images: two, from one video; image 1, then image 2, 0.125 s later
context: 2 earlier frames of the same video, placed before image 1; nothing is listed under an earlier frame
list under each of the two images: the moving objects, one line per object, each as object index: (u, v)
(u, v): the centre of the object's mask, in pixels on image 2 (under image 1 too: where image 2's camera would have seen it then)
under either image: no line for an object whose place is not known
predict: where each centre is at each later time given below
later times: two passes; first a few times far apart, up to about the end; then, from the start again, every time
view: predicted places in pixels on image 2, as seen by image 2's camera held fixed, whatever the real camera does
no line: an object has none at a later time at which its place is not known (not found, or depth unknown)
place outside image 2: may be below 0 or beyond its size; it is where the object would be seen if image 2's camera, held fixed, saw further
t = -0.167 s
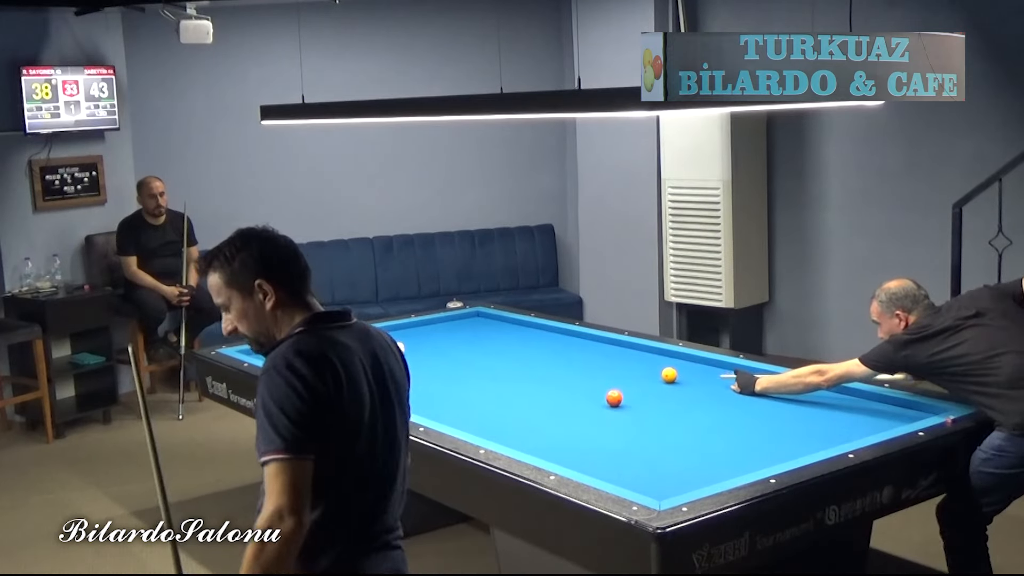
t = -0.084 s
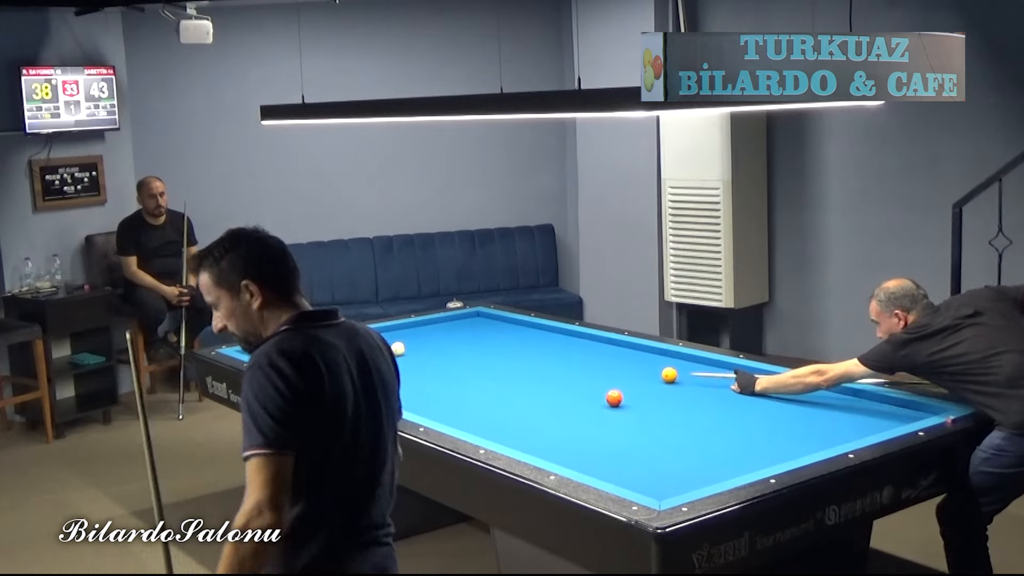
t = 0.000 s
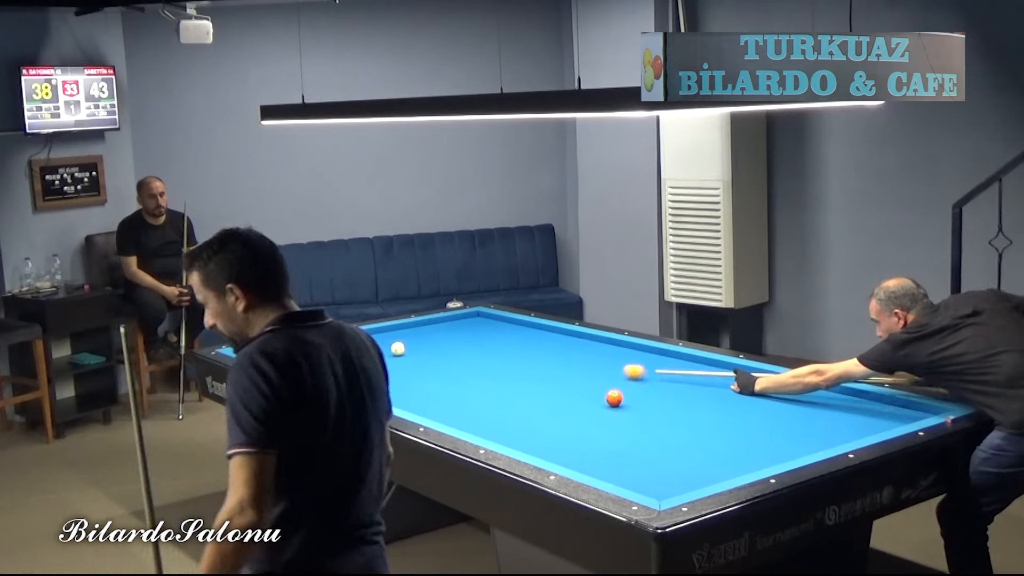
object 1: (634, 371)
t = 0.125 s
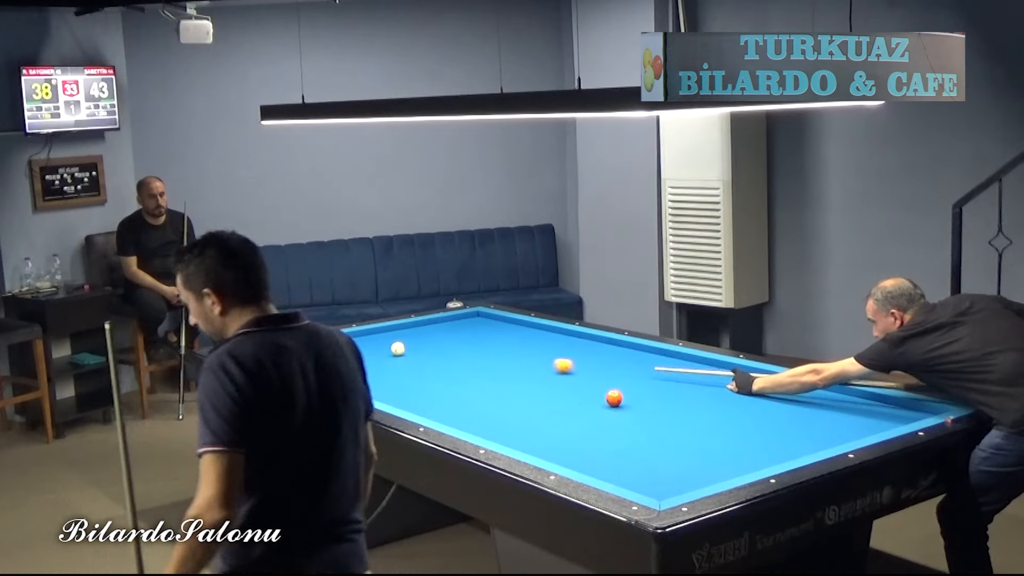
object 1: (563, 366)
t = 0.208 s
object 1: (522, 362)
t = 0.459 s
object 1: (410, 352)
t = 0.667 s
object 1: (342, 355)
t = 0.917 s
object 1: (258, 355)
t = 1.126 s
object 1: (280, 347)
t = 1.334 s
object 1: (325, 347)
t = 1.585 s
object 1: (382, 346)
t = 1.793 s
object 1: (425, 345)
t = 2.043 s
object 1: (477, 343)
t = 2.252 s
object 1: (515, 348)
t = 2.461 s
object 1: (557, 351)
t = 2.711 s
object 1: (604, 354)
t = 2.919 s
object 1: (648, 357)
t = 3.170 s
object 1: (698, 360)
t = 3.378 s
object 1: (724, 367)
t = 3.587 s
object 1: (741, 374)
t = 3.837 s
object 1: (766, 384)
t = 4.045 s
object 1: (786, 392)
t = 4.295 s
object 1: (812, 404)
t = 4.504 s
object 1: (834, 413)
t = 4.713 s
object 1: (857, 423)
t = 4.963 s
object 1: (864, 429)
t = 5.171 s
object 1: (836, 429)
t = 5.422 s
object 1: (799, 428)
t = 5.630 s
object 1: (772, 427)
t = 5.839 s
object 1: (744, 426)
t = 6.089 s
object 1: (713, 425)
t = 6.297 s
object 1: (687, 424)
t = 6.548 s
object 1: (659, 423)
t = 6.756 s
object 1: (634, 421)
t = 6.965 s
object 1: (612, 421)
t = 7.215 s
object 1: (585, 419)
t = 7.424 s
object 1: (565, 418)
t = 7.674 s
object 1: (542, 418)
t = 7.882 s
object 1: (522, 417)
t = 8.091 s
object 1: (504, 416)
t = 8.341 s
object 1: (482, 415)
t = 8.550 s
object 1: (466, 414)
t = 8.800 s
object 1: (446, 414)
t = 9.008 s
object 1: (431, 412)
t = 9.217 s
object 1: (417, 410)
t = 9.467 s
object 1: (414, 407)
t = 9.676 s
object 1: (413, 406)
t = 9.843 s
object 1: (412, 405)
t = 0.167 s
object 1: (542, 364)
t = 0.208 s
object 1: (522, 362)
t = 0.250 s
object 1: (503, 360)
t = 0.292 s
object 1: (485, 359)
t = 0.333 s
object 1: (468, 357)
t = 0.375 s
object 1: (442, 355)
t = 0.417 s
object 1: (426, 353)
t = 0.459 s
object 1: (410, 352)
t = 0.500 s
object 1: (395, 350)
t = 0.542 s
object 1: (382, 352)
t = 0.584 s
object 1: (369, 353)
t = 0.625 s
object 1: (356, 354)
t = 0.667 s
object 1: (342, 355)
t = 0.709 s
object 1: (329, 355)
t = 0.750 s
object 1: (315, 355)
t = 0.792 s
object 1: (302, 356)
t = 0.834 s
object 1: (289, 356)
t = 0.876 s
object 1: (269, 356)
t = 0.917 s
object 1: (258, 355)
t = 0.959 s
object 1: (260, 353)
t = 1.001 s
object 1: (262, 351)
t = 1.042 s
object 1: (264, 349)
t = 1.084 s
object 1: (270, 347)
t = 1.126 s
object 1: (280, 347)
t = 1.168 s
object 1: (289, 348)
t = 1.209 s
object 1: (299, 347)
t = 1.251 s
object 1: (308, 347)
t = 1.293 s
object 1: (316, 347)
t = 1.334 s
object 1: (325, 347)
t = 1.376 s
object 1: (338, 347)
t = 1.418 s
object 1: (347, 346)
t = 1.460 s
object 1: (356, 346)
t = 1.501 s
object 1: (364, 346)
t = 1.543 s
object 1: (373, 346)
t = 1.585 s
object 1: (382, 346)
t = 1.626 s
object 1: (391, 345)
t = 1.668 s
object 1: (399, 345)
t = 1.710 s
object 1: (408, 345)
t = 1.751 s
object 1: (416, 345)
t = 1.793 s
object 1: (425, 345)
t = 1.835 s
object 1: (434, 345)
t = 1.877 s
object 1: (447, 344)
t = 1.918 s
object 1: (455, 344)
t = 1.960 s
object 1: (463, 345)
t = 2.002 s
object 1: (470, 344)
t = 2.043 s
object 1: (477, 343)
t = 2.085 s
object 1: (485, 346)
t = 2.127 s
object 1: (492, 346)
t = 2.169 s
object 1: (500, 347)
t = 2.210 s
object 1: (507, 347)
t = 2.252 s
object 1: (515, 348)
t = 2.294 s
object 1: (522, 348)
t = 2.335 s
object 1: (534, 349)
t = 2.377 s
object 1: (542, 350)
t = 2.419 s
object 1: (549, 350)
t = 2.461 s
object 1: (557, 351)
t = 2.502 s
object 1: (565, 351)
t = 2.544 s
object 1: (572, 352)
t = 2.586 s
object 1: (580, 352)
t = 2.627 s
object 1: (588, 353)
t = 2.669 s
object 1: (596, 353)
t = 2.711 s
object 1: (604, 354)
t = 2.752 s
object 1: (612, 354)
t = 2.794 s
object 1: (620, 355)
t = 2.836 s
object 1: (632, 355)
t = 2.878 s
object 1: (640, 356)
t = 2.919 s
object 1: (648, 357)
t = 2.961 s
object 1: (657, 357)
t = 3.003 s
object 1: (665, 358)
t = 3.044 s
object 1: (673, 358)
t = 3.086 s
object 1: (682, 359)
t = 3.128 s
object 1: (690, 359)
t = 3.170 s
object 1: (698, 360)
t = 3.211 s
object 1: (707, 361)
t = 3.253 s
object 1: (712, 362)
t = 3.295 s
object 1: (715, 363)
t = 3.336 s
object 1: (720, 365)
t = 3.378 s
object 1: (724, 367)
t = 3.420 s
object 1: (727, 368)
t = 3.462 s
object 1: (731, 370)
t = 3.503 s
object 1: (734, 371)
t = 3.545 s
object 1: (738, 372)
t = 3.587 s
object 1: (741, 374)
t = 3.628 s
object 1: (745, 376)
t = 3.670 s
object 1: (749, 377)
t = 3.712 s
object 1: (752, 379)
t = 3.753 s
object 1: (757, 380)
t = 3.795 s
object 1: (762, 383)
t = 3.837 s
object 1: (766, 384)
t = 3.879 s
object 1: (770, 386)
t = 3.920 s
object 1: (774, 388)
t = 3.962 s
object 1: (778, 389)
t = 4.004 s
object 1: (782, 391)
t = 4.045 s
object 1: (786, 392)
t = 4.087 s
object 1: (790, 394)
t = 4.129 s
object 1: (794, 396)
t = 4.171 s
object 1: (798, 398)
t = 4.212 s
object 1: (802, 399)
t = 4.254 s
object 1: (806, 401)
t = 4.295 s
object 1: (812, 404)
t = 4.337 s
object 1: (817, 406)
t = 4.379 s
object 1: (821, 408)
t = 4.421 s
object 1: (825, 410)
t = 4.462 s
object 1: (830, 411)
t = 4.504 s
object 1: (834, 413)
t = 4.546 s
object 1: (839, 415)
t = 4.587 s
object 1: (843, 417)
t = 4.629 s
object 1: (848, 419)
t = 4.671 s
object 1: (853, 421)
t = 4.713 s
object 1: (857, 423)
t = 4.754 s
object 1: (862, 425)
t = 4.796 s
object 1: (869, 427)
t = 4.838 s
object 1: (874, 427)
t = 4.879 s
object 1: (877, 428)
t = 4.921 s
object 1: (870, 429)
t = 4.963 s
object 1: (864, 429)
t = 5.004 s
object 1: (858, 430)
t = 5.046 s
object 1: (853, 430)
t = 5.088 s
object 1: (847, 430)
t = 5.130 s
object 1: (841, 430)
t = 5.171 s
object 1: (836, 429)
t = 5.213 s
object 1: (830, 429)
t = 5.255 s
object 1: (824, 429)
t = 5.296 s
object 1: (816, 429)
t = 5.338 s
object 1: (810, 429)
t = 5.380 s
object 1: (805, 428)
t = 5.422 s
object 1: (799, 428)
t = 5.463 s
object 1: (794, 428)
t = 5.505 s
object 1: (788, 428)
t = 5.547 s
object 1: (783, 427)
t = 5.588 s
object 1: (778, 427)
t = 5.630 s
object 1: (772, 427)
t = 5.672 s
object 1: (767, 427)
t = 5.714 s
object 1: (762, 426)
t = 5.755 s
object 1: (754, 426)
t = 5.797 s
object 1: (749, 426)
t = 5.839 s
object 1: (744, 426)
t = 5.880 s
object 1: (739, 426)
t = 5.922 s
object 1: (733, 426)
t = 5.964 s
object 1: (729, 425)
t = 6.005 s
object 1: (723, 425)
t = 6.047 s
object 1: (718, 425)
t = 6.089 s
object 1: (713, 425)
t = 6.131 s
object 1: (709, 424)
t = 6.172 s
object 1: (704, 424)
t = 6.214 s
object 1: (699, 424)
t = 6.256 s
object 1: (692, 424)
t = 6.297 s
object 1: (687, 424)
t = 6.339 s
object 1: (682, 423)
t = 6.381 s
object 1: (678, 423)
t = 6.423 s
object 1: (673, 423)
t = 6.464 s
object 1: (668, 423)
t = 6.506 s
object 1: (664, 422)
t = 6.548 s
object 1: (659, 423)
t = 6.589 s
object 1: (654, 422)
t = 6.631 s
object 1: (650, 422)
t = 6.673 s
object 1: (645, 422)
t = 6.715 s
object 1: (641, 422)
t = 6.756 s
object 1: (634, 421)
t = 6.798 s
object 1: (630, 421)
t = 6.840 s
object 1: (625, 421)
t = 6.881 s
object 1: (621, 421)
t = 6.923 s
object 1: (616, 421)
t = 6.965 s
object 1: (612, 421)
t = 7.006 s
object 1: (608, 420)
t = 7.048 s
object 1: (604, 420)
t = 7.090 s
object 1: (600, 420)
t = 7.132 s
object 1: (596, 420)
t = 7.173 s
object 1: (591, 420)
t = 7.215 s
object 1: (585, 419)
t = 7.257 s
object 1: (581, 419)
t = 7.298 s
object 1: (577, 419)
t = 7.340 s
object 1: (573, 419)
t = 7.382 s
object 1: (569, 419)
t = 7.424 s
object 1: (565, 418)
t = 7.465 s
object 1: (561, 418)
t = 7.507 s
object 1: (558, 418)
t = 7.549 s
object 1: (554, 418)
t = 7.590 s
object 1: (550, 418)
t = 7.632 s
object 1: (546, 418)
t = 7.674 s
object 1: (542, 418)
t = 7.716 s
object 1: (537, 417)
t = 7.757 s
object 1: (533, 417)
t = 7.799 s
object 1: (529, 417)
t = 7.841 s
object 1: (526, 417)
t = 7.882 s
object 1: (522, 417)
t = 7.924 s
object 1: (519, 416)
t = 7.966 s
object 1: (515, 416)
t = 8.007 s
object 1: (511, 416)
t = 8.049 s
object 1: (508, 416)
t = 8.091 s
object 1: (504, 416)
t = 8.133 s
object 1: (501, 416)
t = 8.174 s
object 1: (498, 415)
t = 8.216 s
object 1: (492, 415)
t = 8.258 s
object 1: (489, 415)
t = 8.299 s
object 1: (486, 415)
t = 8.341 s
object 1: (482, 415)
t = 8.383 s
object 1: (479, 415)
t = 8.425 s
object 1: (476, 415)
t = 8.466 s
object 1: (473, 415)
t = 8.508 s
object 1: (469, 414)
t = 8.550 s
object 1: (466, 414)
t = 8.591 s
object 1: (463, 414)
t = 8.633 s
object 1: (460, 414)
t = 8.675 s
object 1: (457, 414)
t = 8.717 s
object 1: (452, 414)
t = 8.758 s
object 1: (449, 414)
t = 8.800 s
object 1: (446, 414)
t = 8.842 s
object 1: (443, 413)
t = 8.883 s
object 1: (440, 413)
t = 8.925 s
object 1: (437, 413)
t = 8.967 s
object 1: (435, 413)
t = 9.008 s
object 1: (431, 412)
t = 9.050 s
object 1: (429, 412)
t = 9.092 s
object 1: (426, 411)
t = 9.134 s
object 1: (423, 411)
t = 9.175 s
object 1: (419, 410)
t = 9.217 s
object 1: (417, 410)
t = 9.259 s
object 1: (415, 409)
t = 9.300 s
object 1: (415, 409)
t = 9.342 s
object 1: (415, 408)
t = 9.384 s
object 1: (414, 408)
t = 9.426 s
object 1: (414, 408)
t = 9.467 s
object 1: (414, 407)
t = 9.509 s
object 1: (414, 407)
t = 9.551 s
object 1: (414, 407)
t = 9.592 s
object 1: (413, 407)
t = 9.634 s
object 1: (413, 406)
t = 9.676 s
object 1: (413, 406)
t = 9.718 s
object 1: (413, 406)
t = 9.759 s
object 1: (413, 405)
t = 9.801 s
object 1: (413, 405)
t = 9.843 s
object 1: (412, 405)
